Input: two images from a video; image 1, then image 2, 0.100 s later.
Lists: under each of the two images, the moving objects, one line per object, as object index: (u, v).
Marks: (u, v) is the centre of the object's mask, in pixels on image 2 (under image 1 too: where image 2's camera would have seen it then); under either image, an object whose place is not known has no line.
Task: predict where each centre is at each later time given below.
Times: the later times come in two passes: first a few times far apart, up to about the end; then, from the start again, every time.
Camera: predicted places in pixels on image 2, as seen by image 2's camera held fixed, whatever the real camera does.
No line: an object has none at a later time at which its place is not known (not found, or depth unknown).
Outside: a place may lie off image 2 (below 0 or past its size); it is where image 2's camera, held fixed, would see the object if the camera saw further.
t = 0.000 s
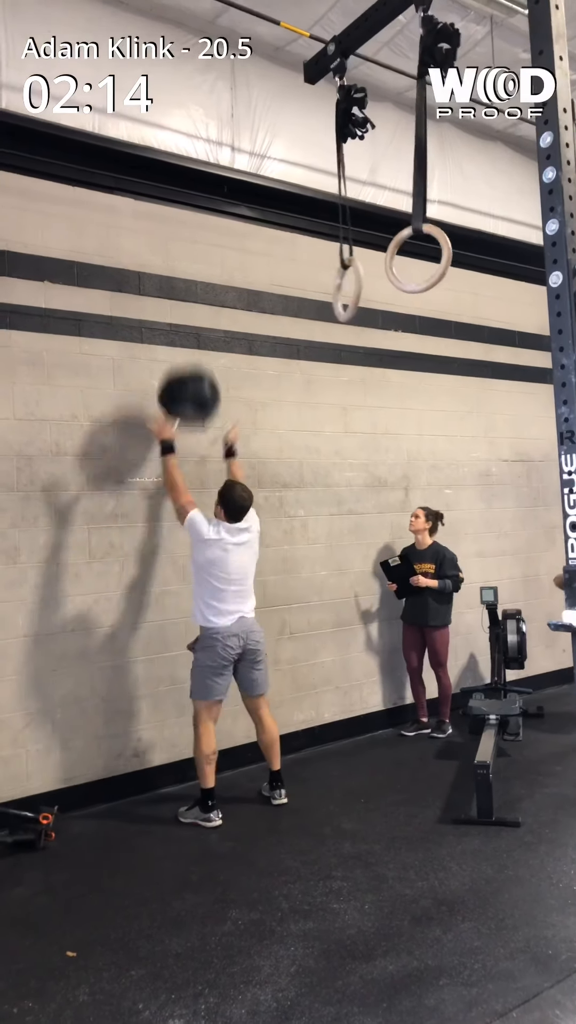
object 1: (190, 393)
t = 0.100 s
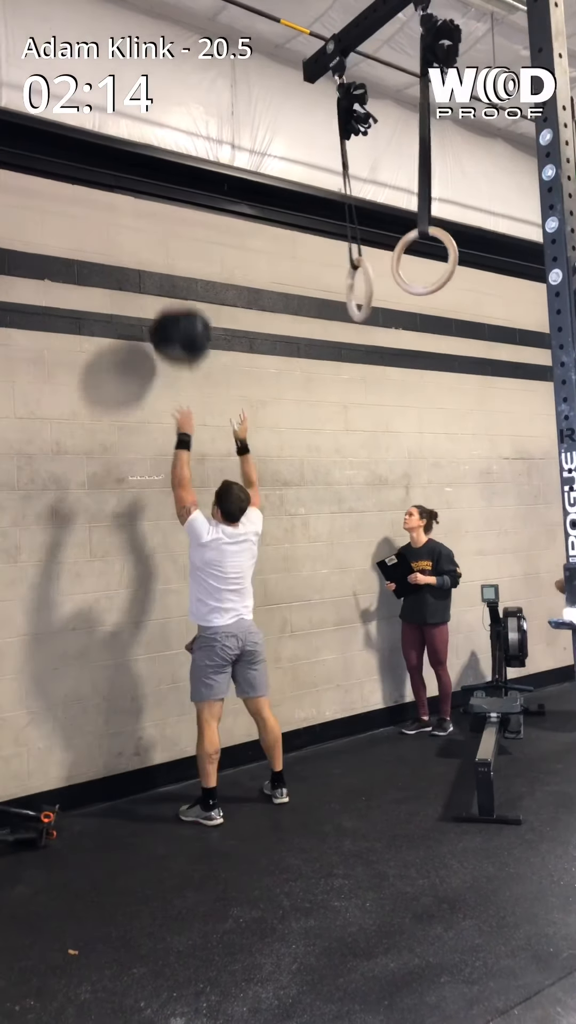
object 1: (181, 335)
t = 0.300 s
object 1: (167, 268)
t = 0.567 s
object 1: (161, 278)
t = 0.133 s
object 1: (178, 319)
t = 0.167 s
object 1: (175, 306)
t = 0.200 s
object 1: (173, 293)
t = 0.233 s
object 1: (171, 283)
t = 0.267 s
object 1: (169, 275)
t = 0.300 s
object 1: (167, 268)
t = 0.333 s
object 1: (165, 263)
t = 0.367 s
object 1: (163, 261)
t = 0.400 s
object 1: (162, 259)
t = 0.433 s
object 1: (159, 261)
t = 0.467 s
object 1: (159, 263)
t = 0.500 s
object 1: (159, 267)
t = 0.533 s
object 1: (160, 271)
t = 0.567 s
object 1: (161, 278)
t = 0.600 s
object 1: (162, 287)
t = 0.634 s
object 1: (163, 297)
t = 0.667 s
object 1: (164, 311)
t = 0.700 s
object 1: (166, 326)
